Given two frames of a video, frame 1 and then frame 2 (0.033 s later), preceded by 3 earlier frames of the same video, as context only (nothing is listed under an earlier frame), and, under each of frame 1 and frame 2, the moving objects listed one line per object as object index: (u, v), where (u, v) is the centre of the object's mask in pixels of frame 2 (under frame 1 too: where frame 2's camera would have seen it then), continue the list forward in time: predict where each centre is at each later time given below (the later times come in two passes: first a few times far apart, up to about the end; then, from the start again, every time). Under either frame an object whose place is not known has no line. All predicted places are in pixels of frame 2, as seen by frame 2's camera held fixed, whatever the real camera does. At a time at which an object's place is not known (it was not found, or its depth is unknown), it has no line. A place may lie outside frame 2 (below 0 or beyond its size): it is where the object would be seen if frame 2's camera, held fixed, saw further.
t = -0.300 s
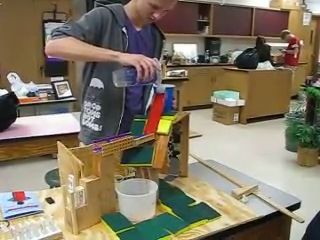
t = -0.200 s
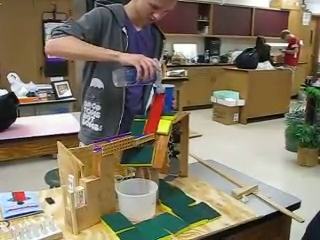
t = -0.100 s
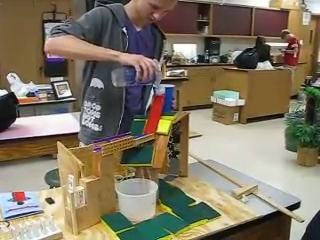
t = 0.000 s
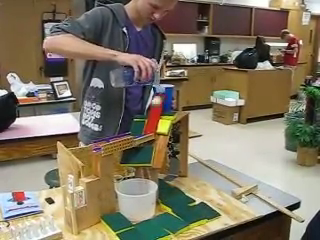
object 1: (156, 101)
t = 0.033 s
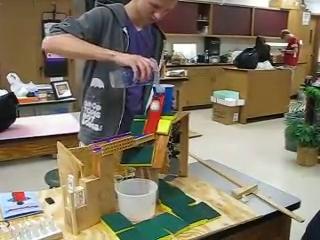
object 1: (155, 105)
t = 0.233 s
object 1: (134, 134)
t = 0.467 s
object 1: (113, 138)
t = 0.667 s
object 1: (97, 141)
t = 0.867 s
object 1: (91, 145)
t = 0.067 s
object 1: (153, 112)
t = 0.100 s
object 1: (150, 119)
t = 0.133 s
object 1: (148, 127)
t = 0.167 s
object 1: (144, 130)
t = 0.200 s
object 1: (139, 132)
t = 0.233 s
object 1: (134, 134)
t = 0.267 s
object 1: (129, 134)
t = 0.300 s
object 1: (126, 134)
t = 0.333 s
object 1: (124, 135)
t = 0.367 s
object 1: (121, 136)
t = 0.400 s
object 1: (118, 137)
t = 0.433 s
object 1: (116, 138)
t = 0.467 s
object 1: (113, 138)
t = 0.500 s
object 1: (109, 139)
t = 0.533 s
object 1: (108, 140)
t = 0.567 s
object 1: (105, 140)
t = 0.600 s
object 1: (100, 141)
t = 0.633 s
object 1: (99, 140)
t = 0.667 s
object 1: (97, 141)
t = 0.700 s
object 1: (94, 142)
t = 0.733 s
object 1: (93, 143)
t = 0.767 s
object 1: (91, 143)
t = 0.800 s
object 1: (91, 143)
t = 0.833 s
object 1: (90, 143)
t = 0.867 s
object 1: (91, 145)
